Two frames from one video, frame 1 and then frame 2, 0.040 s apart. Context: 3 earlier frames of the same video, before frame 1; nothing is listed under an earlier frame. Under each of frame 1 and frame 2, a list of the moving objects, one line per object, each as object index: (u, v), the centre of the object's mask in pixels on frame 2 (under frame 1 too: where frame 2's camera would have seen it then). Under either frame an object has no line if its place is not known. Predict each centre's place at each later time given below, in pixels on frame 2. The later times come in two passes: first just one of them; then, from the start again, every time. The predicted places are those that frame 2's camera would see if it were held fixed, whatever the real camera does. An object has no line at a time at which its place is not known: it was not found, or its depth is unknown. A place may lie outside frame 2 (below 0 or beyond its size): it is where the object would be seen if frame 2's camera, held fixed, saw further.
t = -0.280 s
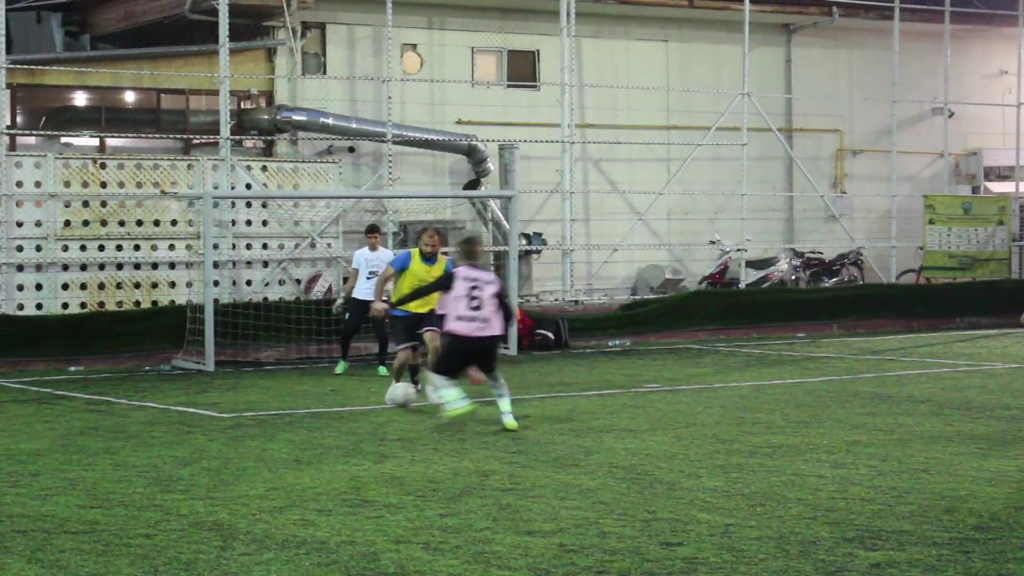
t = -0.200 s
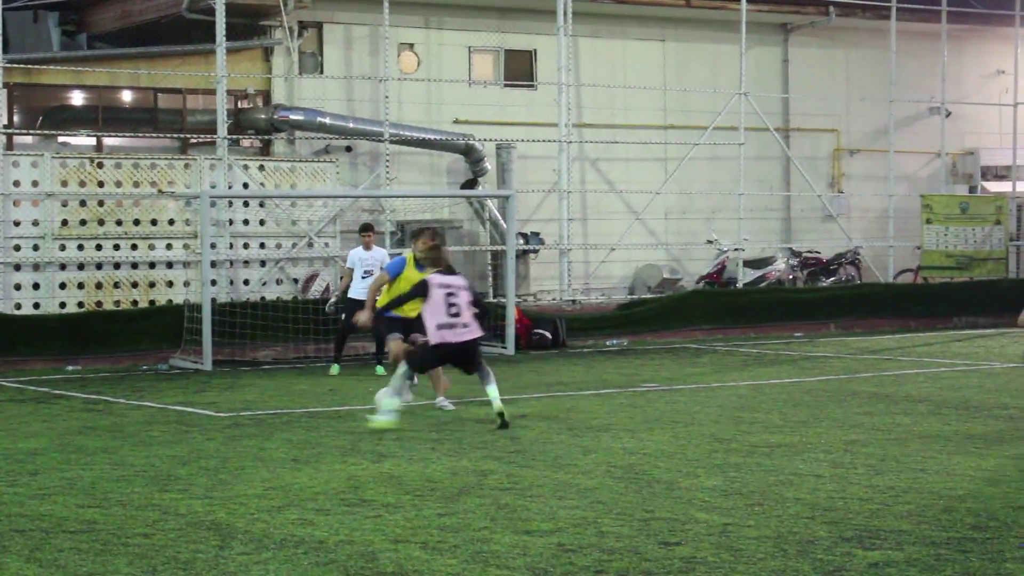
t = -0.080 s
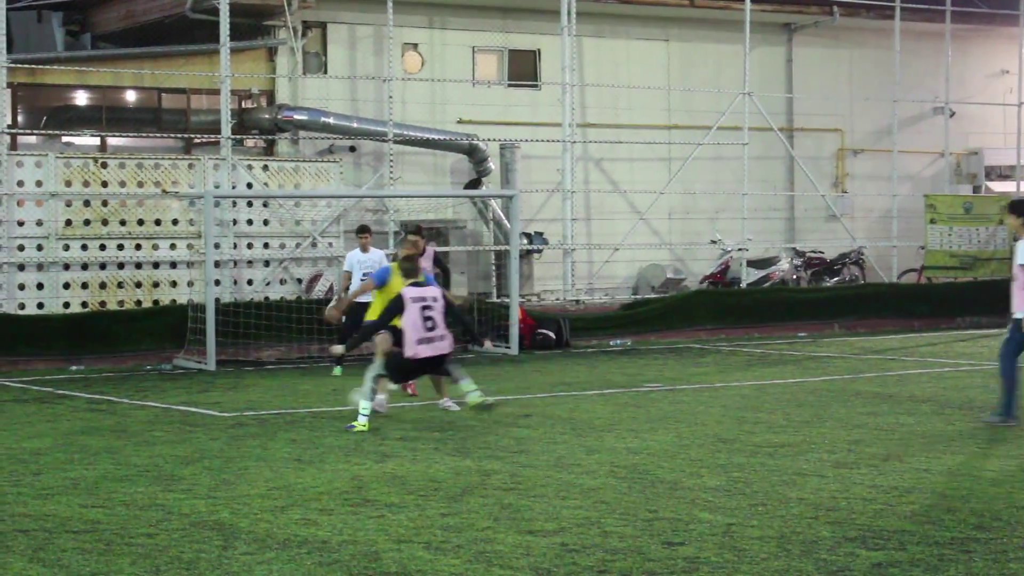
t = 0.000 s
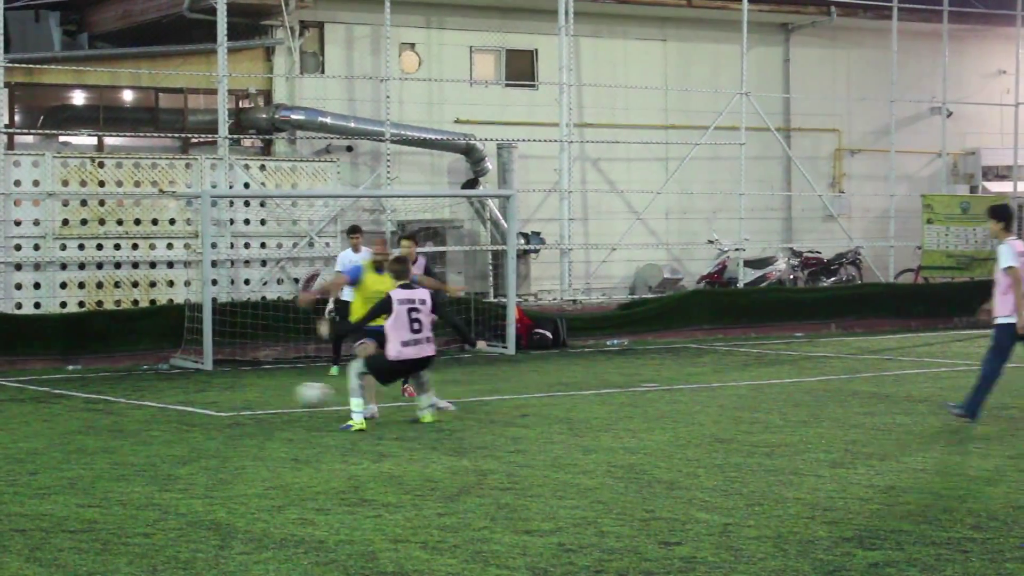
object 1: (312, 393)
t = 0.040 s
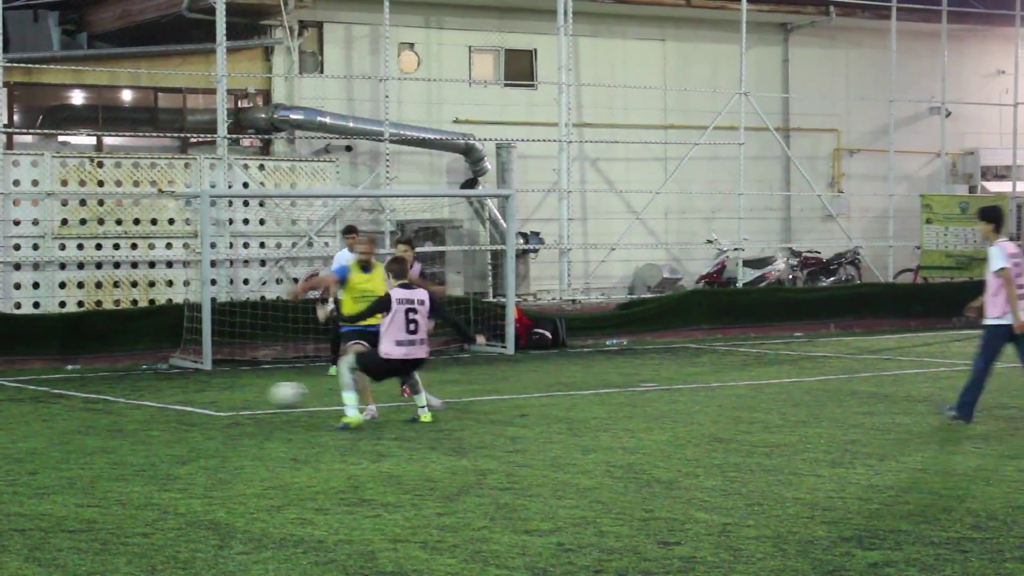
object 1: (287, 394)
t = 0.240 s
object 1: (145, 424)
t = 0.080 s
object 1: (260, 396)
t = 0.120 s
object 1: (232, 400)
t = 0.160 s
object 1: (205, 404)
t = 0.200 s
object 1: (175, 414)
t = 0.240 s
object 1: (145, 424)
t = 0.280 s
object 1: (114, 438)
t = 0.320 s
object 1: (90, 438)
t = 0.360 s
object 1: (66, 434)
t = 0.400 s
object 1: (42, 432)
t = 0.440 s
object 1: (20, 433)
